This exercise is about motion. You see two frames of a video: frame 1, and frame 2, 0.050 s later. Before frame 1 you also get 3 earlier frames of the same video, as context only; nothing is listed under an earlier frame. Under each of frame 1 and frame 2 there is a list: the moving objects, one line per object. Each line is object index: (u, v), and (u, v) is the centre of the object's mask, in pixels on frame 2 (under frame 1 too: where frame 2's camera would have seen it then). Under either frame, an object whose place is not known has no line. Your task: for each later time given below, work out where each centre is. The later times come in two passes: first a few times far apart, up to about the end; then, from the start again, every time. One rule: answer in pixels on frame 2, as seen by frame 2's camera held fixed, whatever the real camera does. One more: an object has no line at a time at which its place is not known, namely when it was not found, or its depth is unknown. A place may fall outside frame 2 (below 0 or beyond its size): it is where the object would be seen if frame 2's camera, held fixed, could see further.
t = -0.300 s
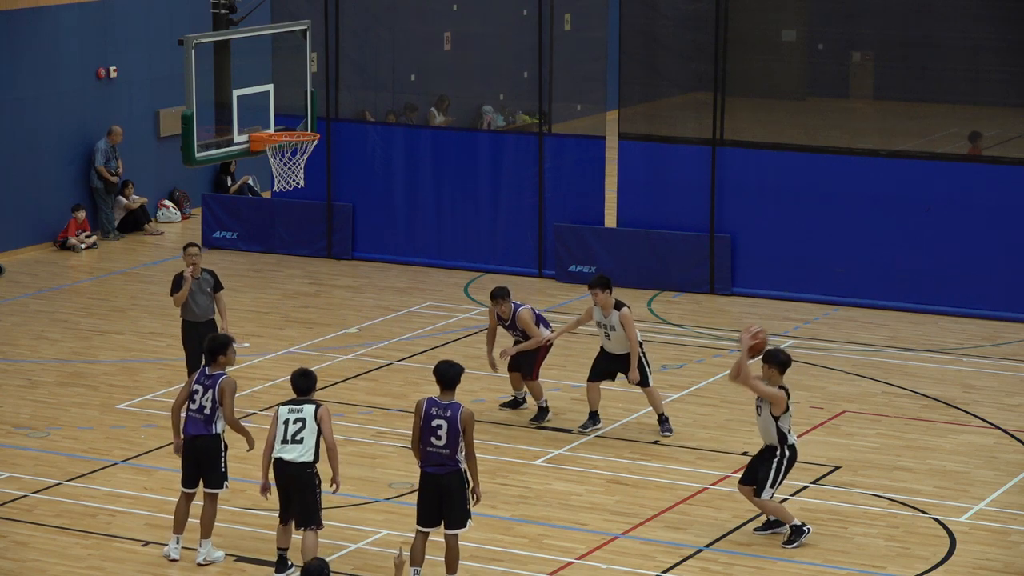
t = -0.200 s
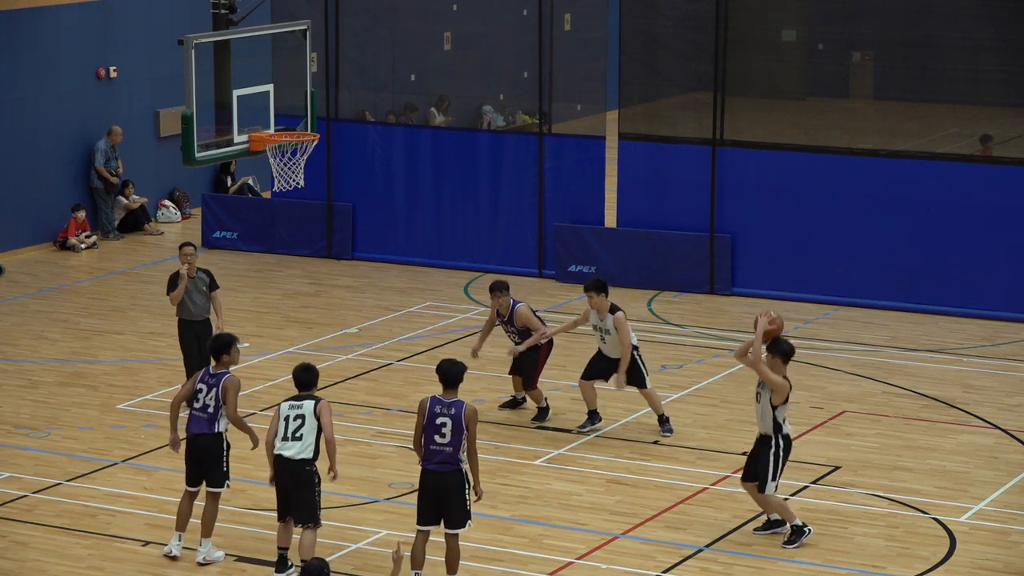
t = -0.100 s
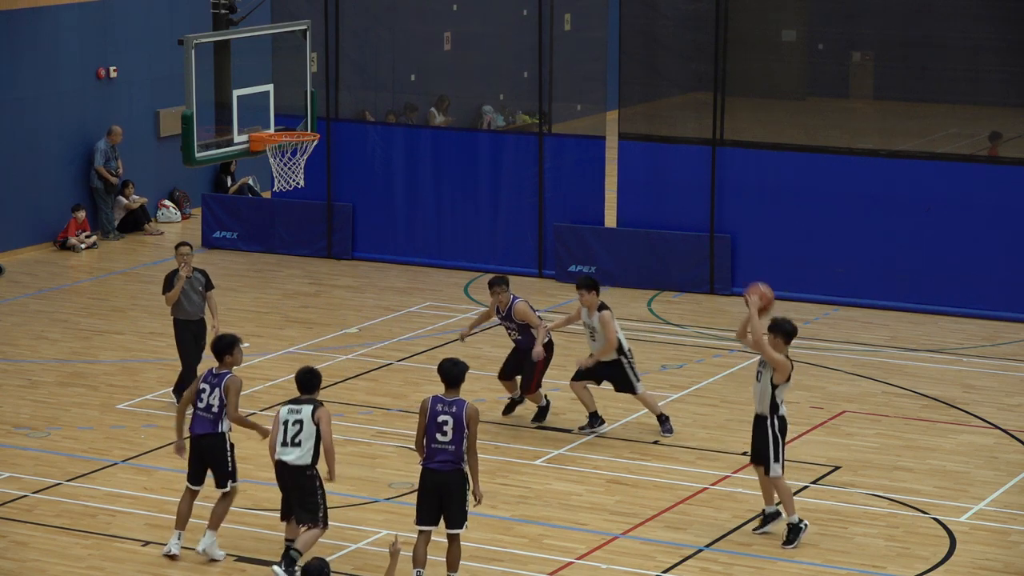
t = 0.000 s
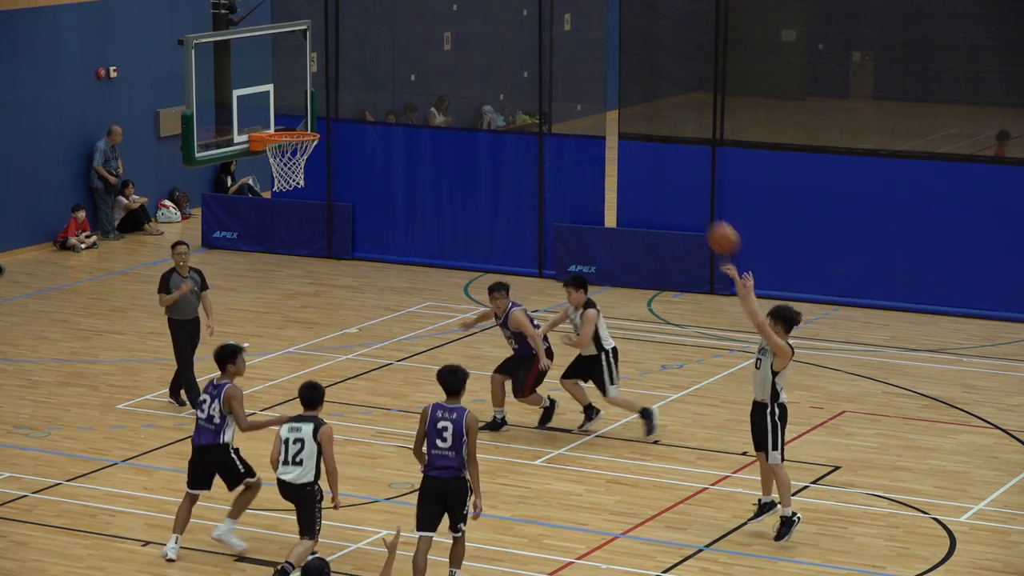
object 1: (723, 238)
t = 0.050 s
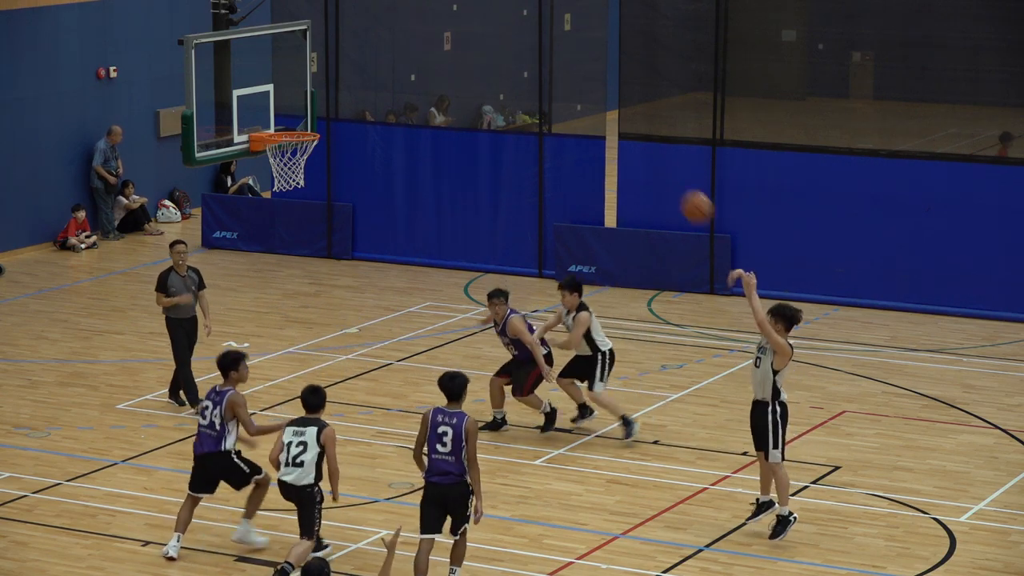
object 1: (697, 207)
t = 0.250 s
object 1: (592, 113)
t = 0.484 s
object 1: (477, 65)
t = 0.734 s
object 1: (360, 84)
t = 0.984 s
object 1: (277, 166)
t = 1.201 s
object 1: (294, 256)
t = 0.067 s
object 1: (688, 197)
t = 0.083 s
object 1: (679, 187)
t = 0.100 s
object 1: (670, 178)
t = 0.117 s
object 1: (662, 170)
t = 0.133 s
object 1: (653, 162)
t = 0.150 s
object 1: (644, 154)
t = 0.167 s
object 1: (636, 146)
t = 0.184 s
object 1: (628, 139)
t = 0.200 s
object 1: (619, 131)
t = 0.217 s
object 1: (610, 125)
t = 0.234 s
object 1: (601, 116)
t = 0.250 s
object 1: (592, 113)
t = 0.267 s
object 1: (584, 106)
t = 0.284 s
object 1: (576, 102)
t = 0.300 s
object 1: (568, 97)
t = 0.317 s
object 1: (559, 92)
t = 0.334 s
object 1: (551, 88)
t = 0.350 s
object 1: (542, 84)
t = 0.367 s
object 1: (534, 81)
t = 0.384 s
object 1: (526, 77)
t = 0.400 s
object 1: (517, 74)
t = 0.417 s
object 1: (509, 72)
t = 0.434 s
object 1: (501, 70)
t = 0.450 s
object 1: (493, 68)
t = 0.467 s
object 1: (485, 66)
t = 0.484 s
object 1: (477, 65)
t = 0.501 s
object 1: (468, 64)
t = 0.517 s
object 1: (461, 63)
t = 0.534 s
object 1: (453, 63)
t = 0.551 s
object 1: (445, 63)
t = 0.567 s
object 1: (437, 63)
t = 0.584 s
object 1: (429, 64)
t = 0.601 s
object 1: (421, 65)
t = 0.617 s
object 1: (413, 66)
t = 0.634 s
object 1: (405, 68)
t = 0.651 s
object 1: (398, 70)
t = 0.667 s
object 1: (390, 72)
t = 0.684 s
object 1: (382, 74)
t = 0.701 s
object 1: (375, 77)
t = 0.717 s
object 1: (368, 80)
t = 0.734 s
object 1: (360, 84)
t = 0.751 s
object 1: (353, 88)
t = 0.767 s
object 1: (345, 92)
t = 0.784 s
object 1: (338, 96)
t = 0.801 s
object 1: (330, 100)
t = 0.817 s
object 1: (323, 105)
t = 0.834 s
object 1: (316, 110)
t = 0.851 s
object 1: (308, 116)
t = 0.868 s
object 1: (301, 121)
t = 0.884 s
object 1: (294, 126)
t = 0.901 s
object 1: (286, 129)
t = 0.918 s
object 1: (280, 132)
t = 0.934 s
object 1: (278, 151)
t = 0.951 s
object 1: (276, 153)
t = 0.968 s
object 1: (276, 158)
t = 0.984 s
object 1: (277, 166)
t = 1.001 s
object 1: (279, 171)
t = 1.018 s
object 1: (281, 176)
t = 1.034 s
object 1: (282, 182)
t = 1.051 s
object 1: (283, 191)
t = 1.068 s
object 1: (285, 196)
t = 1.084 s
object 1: (286, 202)
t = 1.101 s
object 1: (287, 209)
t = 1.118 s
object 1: (288, 217)
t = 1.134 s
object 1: (289, 224)
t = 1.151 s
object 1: (290, 232)
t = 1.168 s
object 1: (292, 239)
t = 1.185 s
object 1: (293, 247)
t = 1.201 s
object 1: (294, 256)
